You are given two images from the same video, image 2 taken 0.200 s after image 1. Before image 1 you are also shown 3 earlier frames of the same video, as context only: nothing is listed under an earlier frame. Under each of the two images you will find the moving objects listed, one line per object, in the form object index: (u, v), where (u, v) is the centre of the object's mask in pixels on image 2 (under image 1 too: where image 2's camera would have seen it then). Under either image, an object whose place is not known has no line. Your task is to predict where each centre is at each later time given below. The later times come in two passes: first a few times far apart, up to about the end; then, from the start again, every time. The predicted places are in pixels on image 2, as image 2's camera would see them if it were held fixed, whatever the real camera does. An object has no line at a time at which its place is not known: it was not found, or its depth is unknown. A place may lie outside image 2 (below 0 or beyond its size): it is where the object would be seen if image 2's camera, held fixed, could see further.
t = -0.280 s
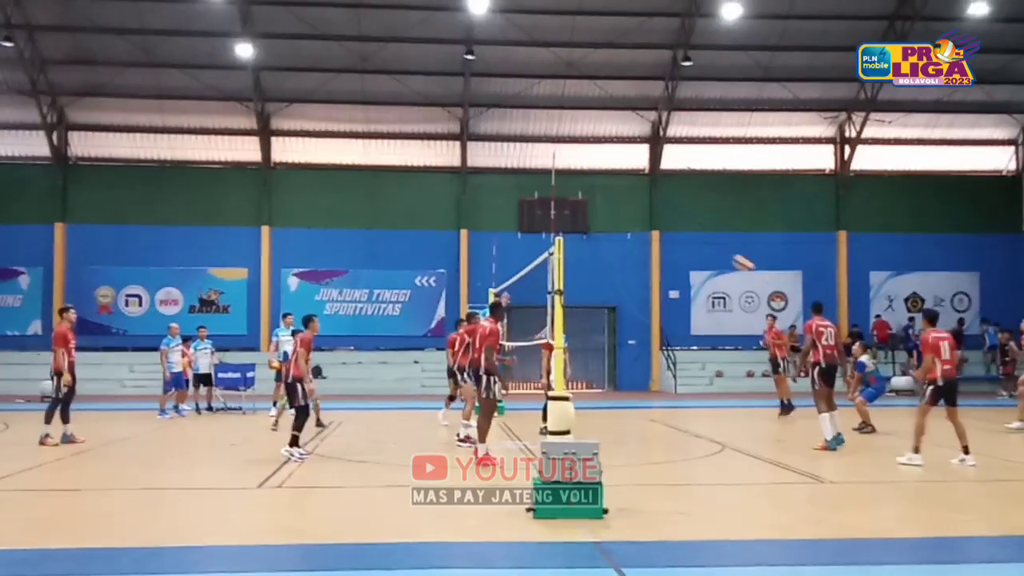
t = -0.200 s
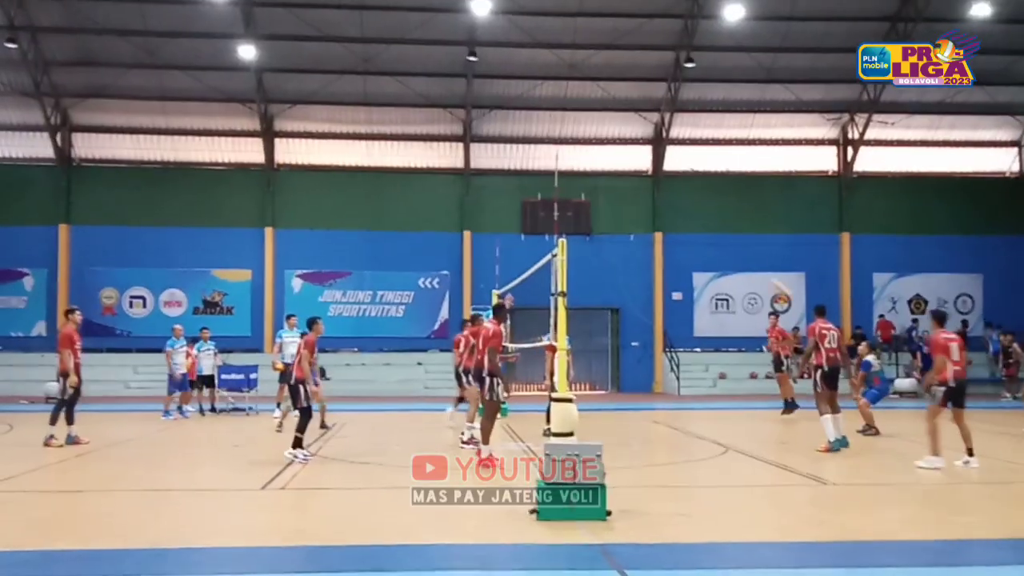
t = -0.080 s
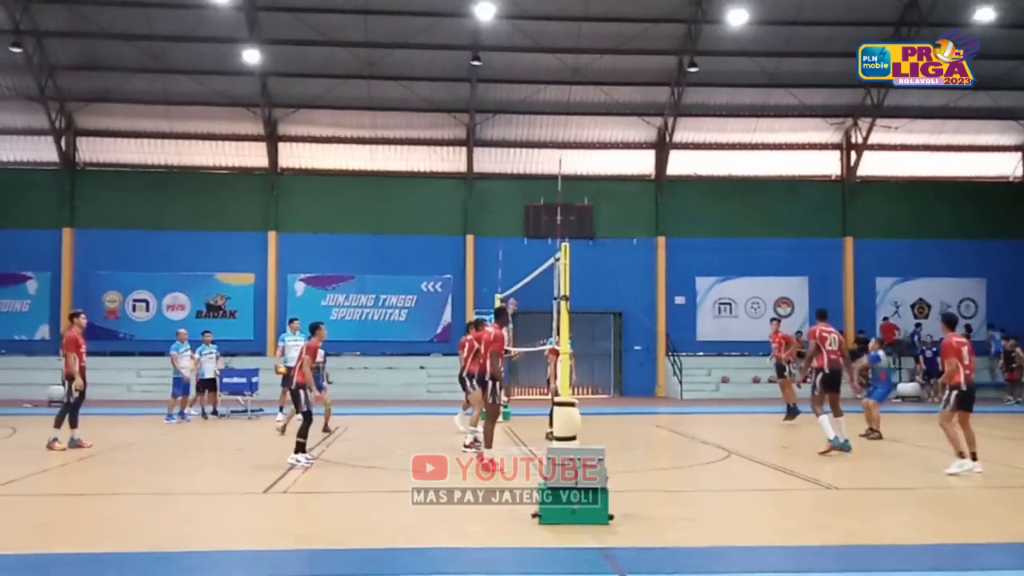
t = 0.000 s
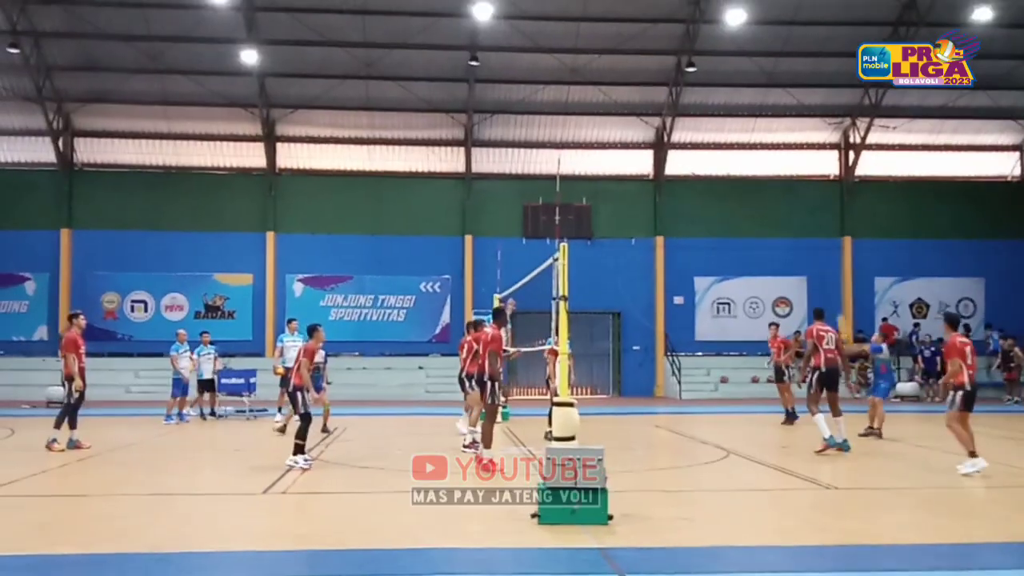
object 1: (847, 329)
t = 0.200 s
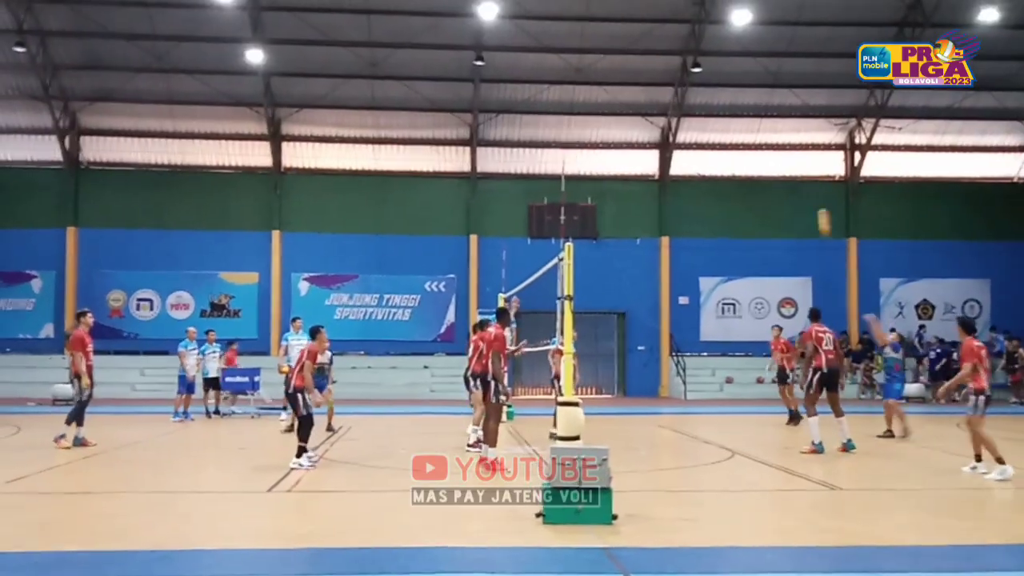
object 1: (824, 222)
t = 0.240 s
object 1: (819, 204)
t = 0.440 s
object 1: (794, 127)
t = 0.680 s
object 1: (765, 73)
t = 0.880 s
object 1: (741, 53)
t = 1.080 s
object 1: (717, 55)
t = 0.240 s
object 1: (819, 204)
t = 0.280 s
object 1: (814, 188)
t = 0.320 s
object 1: (810, 178)
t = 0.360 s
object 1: (803, 150)
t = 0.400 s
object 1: (799, 146)
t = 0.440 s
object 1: (794, 127)
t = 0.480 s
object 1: (788, 114)
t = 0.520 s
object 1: (784, 107)
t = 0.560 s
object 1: (779, 96)
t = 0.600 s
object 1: (774, 86)
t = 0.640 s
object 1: (769, 80)
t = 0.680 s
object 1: (765, 73)
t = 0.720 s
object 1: (760, 67)
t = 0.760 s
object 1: (756, 62)
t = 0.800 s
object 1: (750, 57)
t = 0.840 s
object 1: (746, 55)
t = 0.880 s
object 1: (741, 53)
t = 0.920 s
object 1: (737, 51)
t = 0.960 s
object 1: (731, 51)
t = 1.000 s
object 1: (727, 51)
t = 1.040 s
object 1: (722, 53)
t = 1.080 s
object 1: (717, 55)
